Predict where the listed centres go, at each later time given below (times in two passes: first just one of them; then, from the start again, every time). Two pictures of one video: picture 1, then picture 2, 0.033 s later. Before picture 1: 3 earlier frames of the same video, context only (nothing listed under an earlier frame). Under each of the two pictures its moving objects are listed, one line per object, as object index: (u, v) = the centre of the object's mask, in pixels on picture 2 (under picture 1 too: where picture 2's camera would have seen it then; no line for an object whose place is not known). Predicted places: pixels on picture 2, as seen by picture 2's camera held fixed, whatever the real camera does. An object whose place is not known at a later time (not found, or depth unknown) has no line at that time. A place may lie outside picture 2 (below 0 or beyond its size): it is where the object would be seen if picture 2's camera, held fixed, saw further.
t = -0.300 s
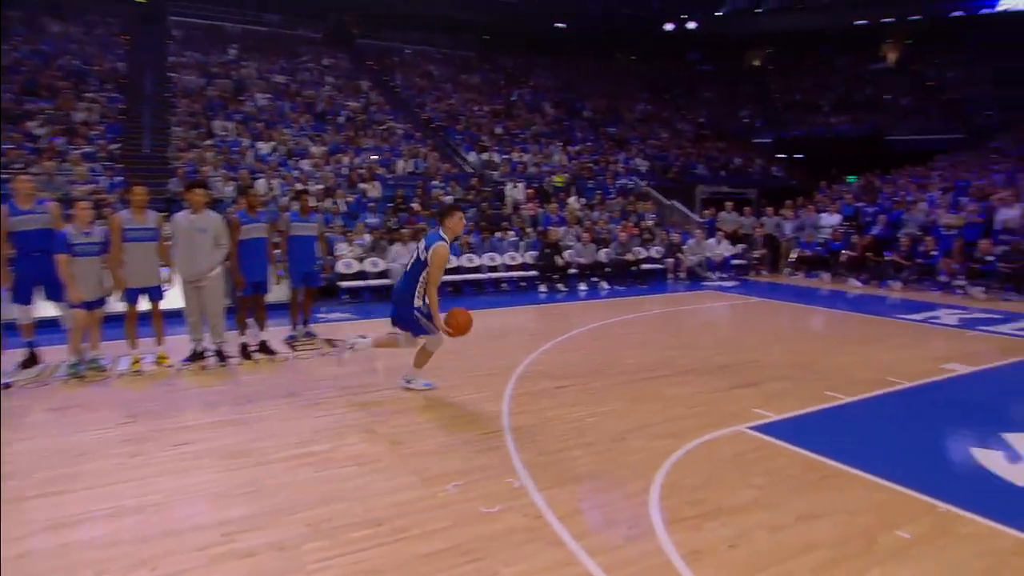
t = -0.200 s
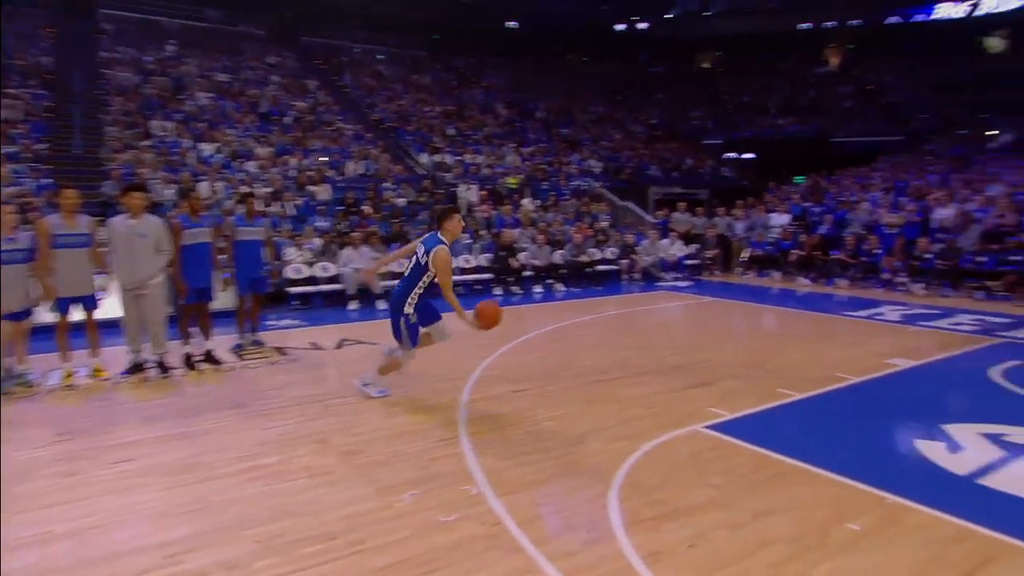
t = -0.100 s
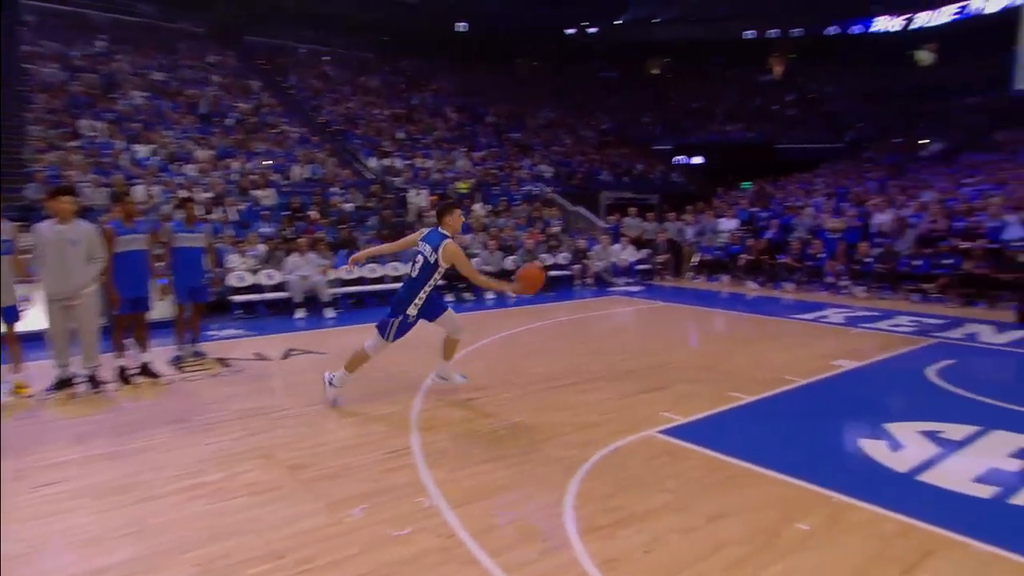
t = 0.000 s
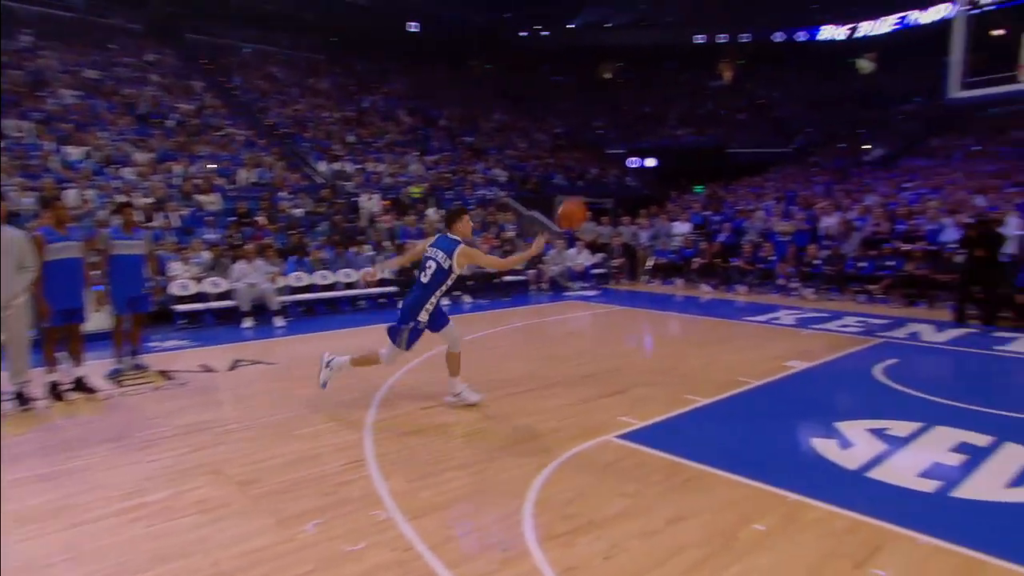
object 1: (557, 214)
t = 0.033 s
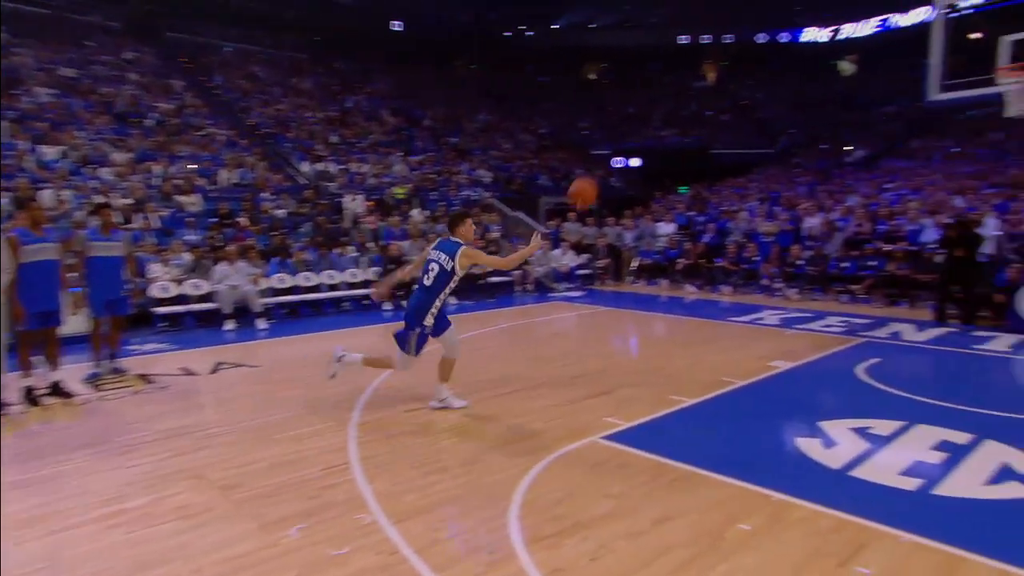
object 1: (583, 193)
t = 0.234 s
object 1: (727, 98)
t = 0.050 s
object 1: (595, 182)
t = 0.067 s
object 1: (607, 173)
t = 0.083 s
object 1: (620, 163)
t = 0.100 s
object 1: (634, 154)
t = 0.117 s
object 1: (646, 145)
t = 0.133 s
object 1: (658, 138)
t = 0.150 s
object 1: (669, 130)
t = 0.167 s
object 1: (682, 123)
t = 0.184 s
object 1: (693, 116)
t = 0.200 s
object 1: (705, 110)
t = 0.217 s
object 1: (716, 104)
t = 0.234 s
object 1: (727, 98)
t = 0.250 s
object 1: (738, 93)
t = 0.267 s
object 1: (749, 89)
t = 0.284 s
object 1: (761, 84)
